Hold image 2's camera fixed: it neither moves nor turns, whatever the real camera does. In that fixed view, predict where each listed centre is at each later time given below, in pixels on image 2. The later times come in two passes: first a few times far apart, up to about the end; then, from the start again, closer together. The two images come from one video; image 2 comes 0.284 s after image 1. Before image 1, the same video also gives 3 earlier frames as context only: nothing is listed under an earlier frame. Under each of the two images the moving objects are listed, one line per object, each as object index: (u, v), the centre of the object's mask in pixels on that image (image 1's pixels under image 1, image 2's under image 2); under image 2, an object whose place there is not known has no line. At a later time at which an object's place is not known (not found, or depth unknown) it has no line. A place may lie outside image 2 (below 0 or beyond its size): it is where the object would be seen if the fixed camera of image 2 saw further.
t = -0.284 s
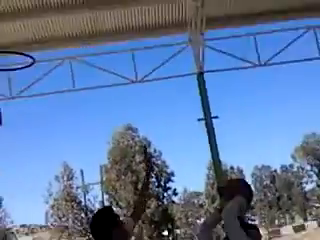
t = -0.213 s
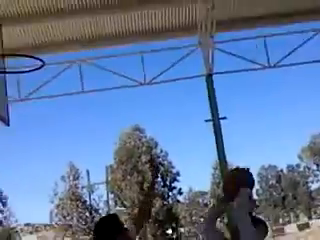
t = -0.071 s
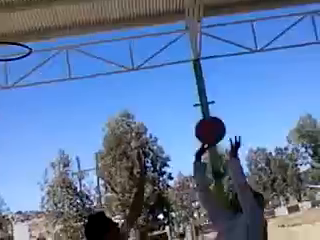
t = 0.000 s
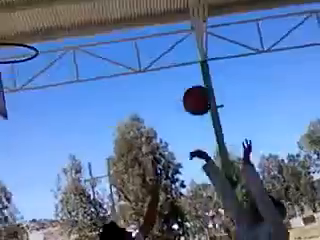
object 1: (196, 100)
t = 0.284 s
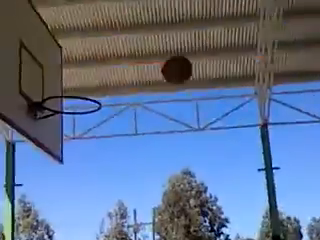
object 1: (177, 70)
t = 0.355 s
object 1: (161, 59)
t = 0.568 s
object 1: (108, 68)
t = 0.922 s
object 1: (57, 104)
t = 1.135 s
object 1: (86, 139)
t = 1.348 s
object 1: (116, 219)
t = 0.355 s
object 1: (161, 59)
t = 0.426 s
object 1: (144, 59)
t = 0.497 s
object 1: (127, 65)
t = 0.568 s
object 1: (108, 68)
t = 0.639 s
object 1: (85, 82)
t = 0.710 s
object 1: (66, 83)
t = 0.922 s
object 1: (57, 104)
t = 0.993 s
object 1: (65, 109)
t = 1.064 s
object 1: (80, 122)
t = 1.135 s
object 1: (86, 139)
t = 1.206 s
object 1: (92, 154)
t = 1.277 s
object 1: (104, 183)
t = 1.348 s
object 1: (116, 219)
